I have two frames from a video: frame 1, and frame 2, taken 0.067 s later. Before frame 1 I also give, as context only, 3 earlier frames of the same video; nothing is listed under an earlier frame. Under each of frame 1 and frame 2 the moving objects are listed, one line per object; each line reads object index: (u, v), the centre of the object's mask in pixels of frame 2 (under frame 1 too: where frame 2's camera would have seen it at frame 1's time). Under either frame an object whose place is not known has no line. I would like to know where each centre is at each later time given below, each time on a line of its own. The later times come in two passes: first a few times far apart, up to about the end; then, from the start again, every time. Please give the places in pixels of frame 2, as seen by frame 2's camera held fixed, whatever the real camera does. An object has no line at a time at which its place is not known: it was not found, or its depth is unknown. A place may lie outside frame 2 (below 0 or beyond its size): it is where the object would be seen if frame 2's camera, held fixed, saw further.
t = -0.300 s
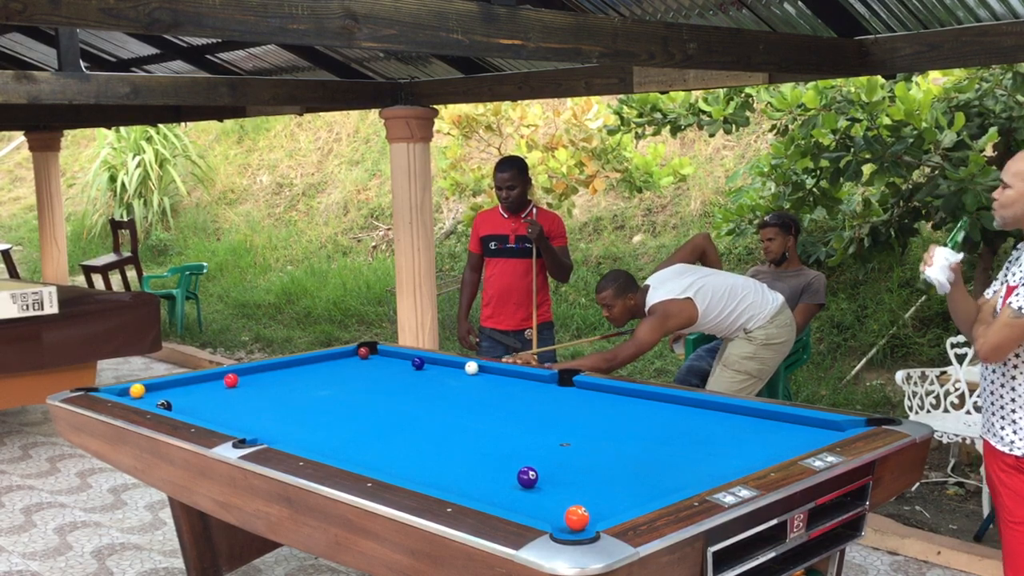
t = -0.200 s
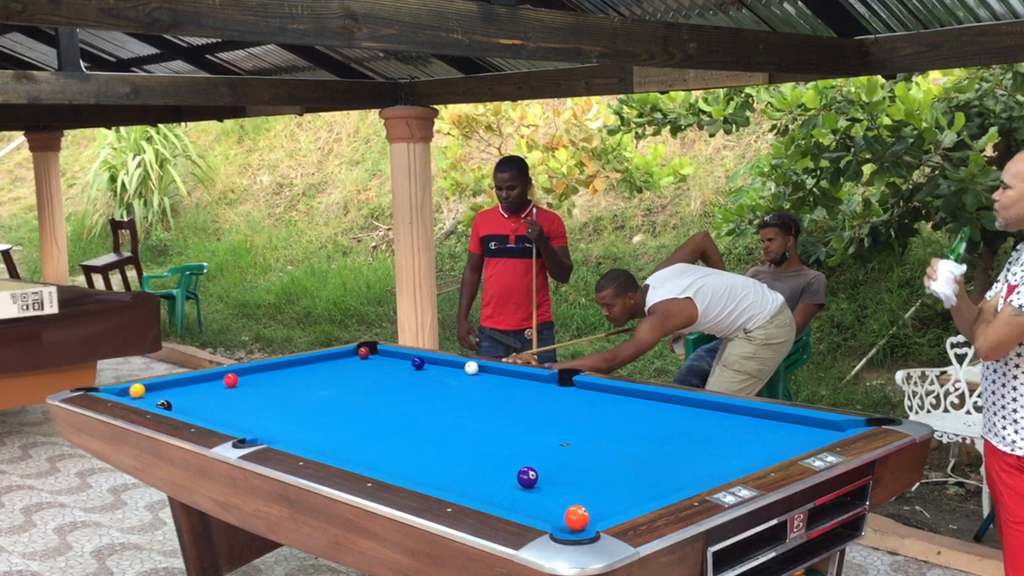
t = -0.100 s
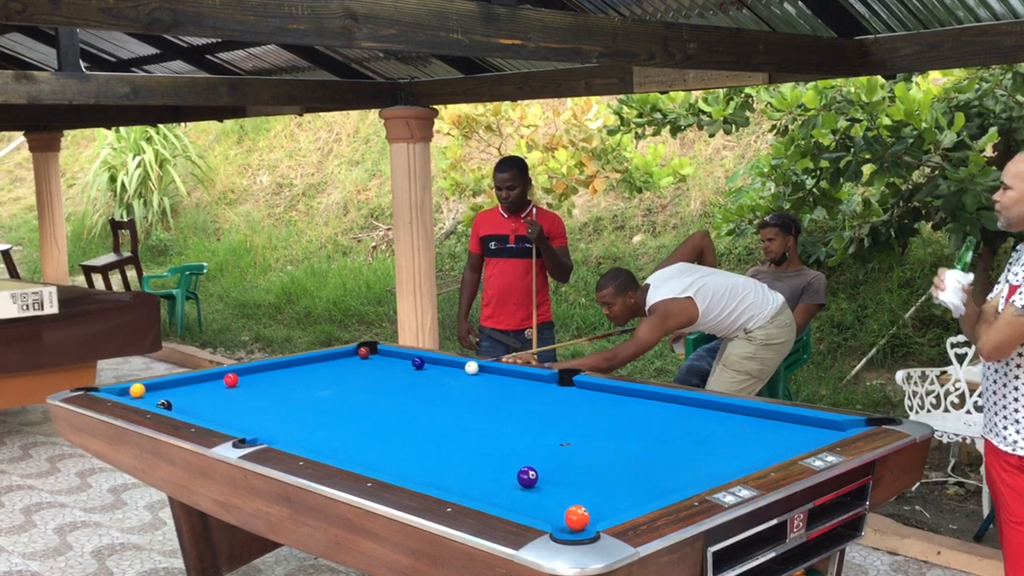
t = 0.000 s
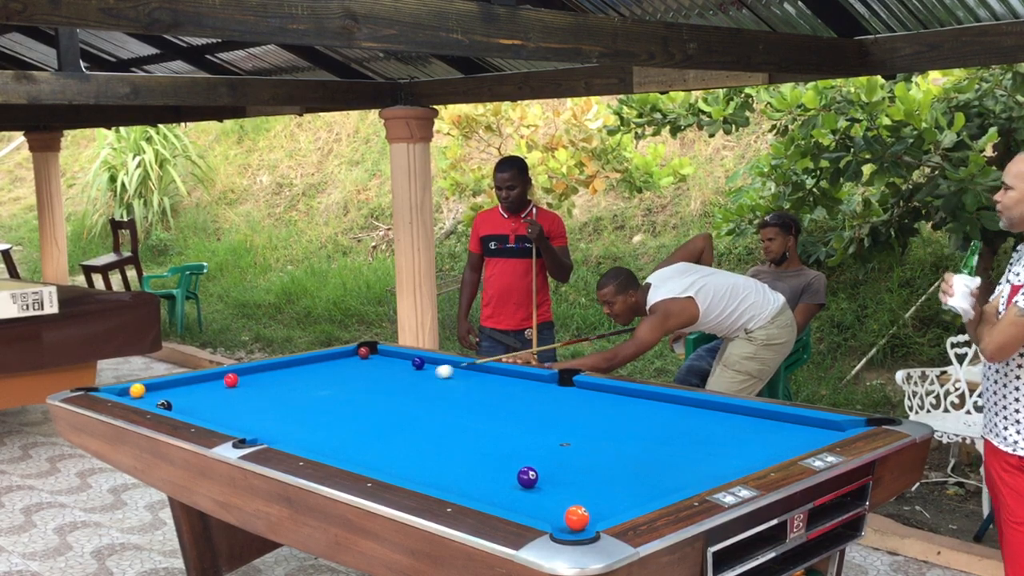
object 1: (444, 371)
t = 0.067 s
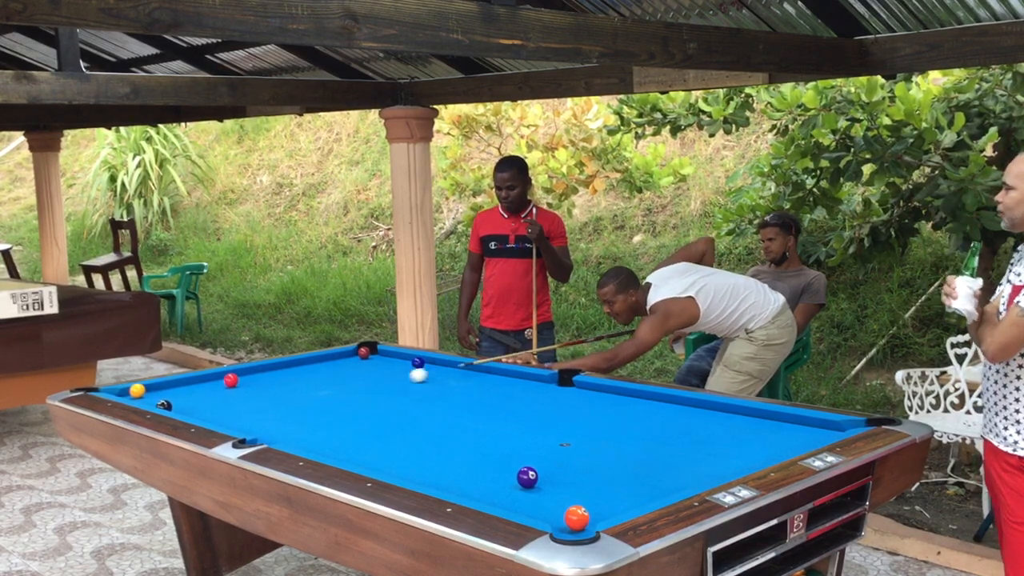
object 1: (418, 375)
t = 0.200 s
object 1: (364, 383)
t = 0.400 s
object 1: (278, 395)
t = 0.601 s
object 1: (185, 407)
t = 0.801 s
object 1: (210, 401)
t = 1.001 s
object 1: (257, 391)
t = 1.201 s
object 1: (300, 381)
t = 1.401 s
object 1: (339, 373)
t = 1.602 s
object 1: (373, 365)
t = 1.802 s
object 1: (405, 358)
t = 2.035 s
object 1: (388, 361)
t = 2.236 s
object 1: (366, 365)
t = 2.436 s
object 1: (343, 369)
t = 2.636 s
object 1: (321, 373)
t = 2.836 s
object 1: (299, 376)
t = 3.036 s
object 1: (276, 380)
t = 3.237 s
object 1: (255, 384)
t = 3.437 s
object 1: (233, 388)
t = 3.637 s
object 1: (212, 391)
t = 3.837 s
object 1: (192, 395)
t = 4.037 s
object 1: (172, 398)
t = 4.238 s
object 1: (152, 399)
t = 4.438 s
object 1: (152, 401)
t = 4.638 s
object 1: (163, 397)
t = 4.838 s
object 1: (174, 398)
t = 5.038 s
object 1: (183, 397)
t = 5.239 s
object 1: (190, 396)
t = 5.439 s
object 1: (198, 395)
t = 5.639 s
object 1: (205, 394)
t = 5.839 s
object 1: (211, 393)
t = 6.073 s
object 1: (217, 392)
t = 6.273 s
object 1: (221, 392)
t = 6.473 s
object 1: (224, 391)
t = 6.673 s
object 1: (227, 391)
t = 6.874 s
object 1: (228, 391)
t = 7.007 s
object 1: (229, 391)
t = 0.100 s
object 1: (405, 377)
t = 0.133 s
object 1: (391, 379)
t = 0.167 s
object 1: (378, 381)
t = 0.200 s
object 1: (364, 383)
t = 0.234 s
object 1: (350, 385)
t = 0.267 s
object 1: (336, 387)
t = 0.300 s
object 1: (321, 389)
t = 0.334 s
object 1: (307, 391)
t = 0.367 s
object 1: (293, 393)
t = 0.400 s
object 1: (278, 395)
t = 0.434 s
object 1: (263, 397)
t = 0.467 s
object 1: (248, 399)
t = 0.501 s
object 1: (233, 401)
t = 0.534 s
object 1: (217, 404)
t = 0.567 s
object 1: (201, 405)
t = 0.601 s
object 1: (185, 407)
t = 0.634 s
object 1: (171, 407)
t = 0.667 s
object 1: (176, 407)
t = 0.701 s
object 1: (185, 407)
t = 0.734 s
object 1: (193, 405)
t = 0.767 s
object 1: (202, 403)
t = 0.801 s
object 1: (210, 401)
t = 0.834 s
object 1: (218, 399)
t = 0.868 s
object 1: (227, 398)
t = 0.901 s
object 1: (234, 396)
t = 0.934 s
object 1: (242, 394)
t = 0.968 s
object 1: (250, 392)
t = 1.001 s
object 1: (257, 391)
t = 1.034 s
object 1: (264, 389)
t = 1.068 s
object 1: (272, 387)
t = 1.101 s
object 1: (279, 386)
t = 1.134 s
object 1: (286, 384)
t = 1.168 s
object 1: (293, 383)
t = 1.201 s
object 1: (300, 381)
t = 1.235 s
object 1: (306, 380)
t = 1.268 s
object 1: (313, 379)
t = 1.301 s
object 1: (320, 377)
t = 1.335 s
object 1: (326, 375)
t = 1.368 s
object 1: (332, 374)
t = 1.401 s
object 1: (339, 373)
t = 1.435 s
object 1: (345, 371)
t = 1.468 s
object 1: (351, 370)
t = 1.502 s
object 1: (356, 369)
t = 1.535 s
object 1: (362, 367)
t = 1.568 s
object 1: (368, 366)
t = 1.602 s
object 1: (373, 365)
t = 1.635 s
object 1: (379, 364)
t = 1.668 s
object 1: (384, 363)
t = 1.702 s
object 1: (390, 362)
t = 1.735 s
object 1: (395, 360)
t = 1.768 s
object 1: (400, 359)
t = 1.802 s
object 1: (405, 358)
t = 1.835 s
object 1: (409, 356)
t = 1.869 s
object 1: (407, 357)
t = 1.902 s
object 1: (403, 358)
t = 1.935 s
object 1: (399, 359)
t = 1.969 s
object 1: (396, 359)
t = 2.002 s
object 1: (392, 360)
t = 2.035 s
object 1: (388, 361)
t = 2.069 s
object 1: (384, 361)
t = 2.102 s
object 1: (380, 362)
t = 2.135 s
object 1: (377, 363)
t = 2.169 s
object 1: (373, 363)
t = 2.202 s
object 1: (369, 364)
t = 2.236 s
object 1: (366, 365)
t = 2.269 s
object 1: (363, 365)
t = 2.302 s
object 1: (358, 366)
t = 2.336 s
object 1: (355, 366)
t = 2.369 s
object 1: (351, 367)
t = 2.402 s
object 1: (347, 367)
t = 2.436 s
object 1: (343, 369)
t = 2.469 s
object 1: (340, 369)
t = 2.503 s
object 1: (336, 370)
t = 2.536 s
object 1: (332, 371)
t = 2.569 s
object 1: (329, 371)
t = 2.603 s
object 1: (325, 372)
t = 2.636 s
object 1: (321, 373)
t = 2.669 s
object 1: (317, 373)
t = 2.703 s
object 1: (313, 374)
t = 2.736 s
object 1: (310, 374)
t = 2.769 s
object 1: (306, 375)
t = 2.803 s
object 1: (302, 375)
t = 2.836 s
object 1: (299, 376)
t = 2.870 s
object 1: (295, 377)
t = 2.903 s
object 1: (291, 378)
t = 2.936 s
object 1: (288, 378)
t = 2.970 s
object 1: (284, 379)
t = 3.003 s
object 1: (280, 379)
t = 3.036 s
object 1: (276, 380)
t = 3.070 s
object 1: (273, 381)
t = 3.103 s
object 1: (269, 381)
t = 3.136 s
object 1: (266, 382)
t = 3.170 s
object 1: (262, 383)
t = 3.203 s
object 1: (258, 383)
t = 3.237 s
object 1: (255, 384)
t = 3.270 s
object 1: (251, 385)
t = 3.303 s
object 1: (248, 385)
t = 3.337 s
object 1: (244, 386)
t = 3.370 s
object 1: (241, 387)
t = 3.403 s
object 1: (237, 387)
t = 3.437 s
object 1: (233, 388)
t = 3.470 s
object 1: (230, 388)
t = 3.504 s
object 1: (226, 389)
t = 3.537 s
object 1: (222, 390)
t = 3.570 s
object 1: (219, 390)
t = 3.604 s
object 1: (216, 390)
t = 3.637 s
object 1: (212, 391)
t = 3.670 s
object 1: (209, 393)
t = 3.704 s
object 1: (205, 393)
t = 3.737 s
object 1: (202, 393)
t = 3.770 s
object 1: (198, 394)
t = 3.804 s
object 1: (195, 395)
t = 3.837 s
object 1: (192, 395)
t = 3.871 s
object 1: (188, 395)
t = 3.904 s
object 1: (185, 397)
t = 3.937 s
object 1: (181, 398)
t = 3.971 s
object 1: (178, 397)
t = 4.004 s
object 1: (175, 397)
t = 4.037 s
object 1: (172, 398)
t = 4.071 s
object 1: (169, 398)
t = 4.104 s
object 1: (165, 397)
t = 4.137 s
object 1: (161, 398)
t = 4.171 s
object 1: (157, 400)
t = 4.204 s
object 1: (154, 400)
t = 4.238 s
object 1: (152, 399)
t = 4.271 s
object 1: (149, 400)
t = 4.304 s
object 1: (146, 401)
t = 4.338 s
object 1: (147, 401)
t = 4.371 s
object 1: (149, 400)
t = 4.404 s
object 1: (150, 401)
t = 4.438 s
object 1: (152, 401)
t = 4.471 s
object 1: (153, 400)
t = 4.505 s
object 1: (154, 400)
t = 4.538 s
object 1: (156, 400)
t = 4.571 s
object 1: (158, 399)
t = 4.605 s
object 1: (161, 397)
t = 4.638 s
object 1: (163, 397)
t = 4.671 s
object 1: (165, 397)
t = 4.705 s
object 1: (167, 397)
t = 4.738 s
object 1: (169, 397)
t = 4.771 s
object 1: (171, 397)
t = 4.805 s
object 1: (173, 398)
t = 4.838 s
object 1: (174, 398)
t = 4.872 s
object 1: (175, 398)
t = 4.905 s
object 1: (177, 398)
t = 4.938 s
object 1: (178, 398)
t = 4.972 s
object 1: (180, 397)
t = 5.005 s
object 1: (181, 397)
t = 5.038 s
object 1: (183, 397)
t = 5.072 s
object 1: (184, 397)
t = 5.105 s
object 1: (185, 397)
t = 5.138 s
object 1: (186, 397)
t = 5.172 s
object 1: (188, 397)
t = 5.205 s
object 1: (189, 396)
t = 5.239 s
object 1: (190, 396)
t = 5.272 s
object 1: (192, 396)
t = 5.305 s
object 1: (193, 396)
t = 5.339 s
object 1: (194, 396)
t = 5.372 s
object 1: (195, 396)
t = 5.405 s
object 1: (197, 395)
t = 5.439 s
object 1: (198, 395)
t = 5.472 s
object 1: (199, 395)
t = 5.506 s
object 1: (200, 395)
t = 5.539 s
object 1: (201, 395)
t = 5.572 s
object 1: (203, 394)
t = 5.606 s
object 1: (204, 394)
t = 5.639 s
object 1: (205, 394)
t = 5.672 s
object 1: (206, 394)
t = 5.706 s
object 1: (207, 394)
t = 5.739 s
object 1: (208, 394)
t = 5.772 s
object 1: (209, 393)
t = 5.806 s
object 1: (210, 393)
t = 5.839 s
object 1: (211, 393)
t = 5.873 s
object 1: (212, 393)
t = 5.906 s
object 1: (213, 393)
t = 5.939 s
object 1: (214, 393)
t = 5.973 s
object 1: (214, 393)
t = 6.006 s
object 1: (215, 393)
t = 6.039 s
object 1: (216, 392)
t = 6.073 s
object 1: (217, 392)
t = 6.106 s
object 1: (217, 393)
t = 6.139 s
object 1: (218, 392)
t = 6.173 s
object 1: (219, 392)
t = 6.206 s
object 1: (219, 392)
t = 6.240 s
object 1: (220, 392)
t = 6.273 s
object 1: (221, 392)
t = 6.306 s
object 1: (221, 392)
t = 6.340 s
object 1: (222, 392)
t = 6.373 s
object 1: (223, 392)
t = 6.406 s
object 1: (223, 392)
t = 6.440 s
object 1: (224, 392)
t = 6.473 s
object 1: (224, 391)
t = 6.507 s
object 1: (225, 391)
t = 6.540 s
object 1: (225, 391)
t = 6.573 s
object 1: (225, 391)
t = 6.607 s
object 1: (226, 391)
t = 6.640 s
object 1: (226, 391)
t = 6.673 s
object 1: (227, 391)
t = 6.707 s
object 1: (227, 391)
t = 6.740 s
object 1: (227, 391)
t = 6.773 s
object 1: (227, 391)
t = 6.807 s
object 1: (228, 391)
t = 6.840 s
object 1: (228, 391)
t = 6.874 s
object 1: (228, 391)
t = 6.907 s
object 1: (228, 391)
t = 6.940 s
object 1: (229, 391)
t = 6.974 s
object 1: (229, 391)
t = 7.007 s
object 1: (229, 391)
